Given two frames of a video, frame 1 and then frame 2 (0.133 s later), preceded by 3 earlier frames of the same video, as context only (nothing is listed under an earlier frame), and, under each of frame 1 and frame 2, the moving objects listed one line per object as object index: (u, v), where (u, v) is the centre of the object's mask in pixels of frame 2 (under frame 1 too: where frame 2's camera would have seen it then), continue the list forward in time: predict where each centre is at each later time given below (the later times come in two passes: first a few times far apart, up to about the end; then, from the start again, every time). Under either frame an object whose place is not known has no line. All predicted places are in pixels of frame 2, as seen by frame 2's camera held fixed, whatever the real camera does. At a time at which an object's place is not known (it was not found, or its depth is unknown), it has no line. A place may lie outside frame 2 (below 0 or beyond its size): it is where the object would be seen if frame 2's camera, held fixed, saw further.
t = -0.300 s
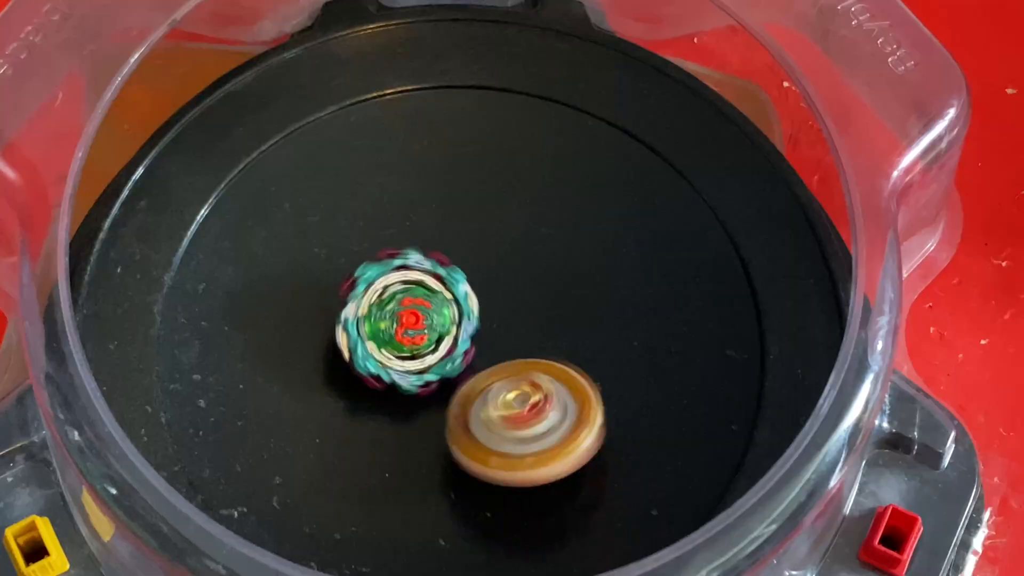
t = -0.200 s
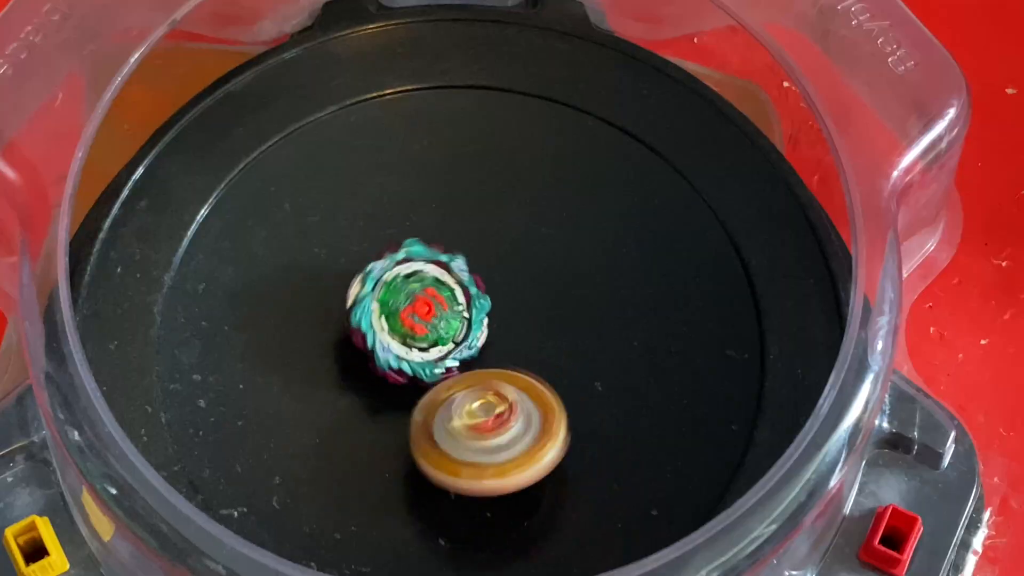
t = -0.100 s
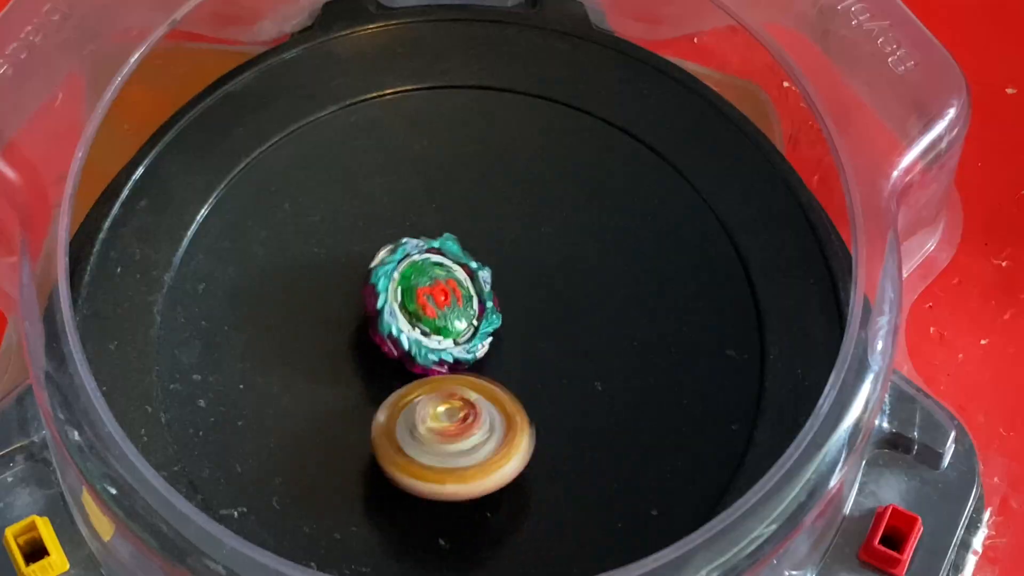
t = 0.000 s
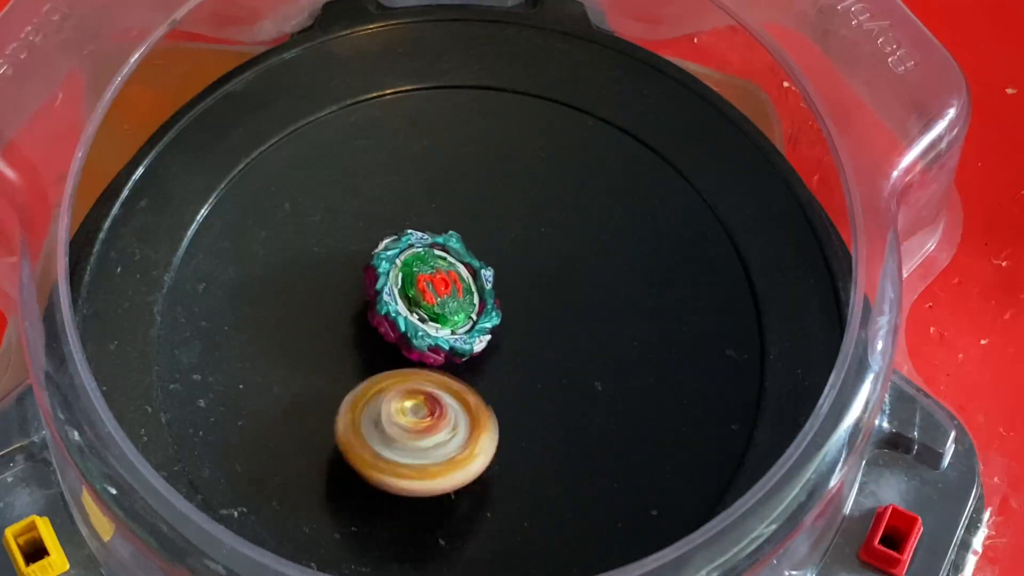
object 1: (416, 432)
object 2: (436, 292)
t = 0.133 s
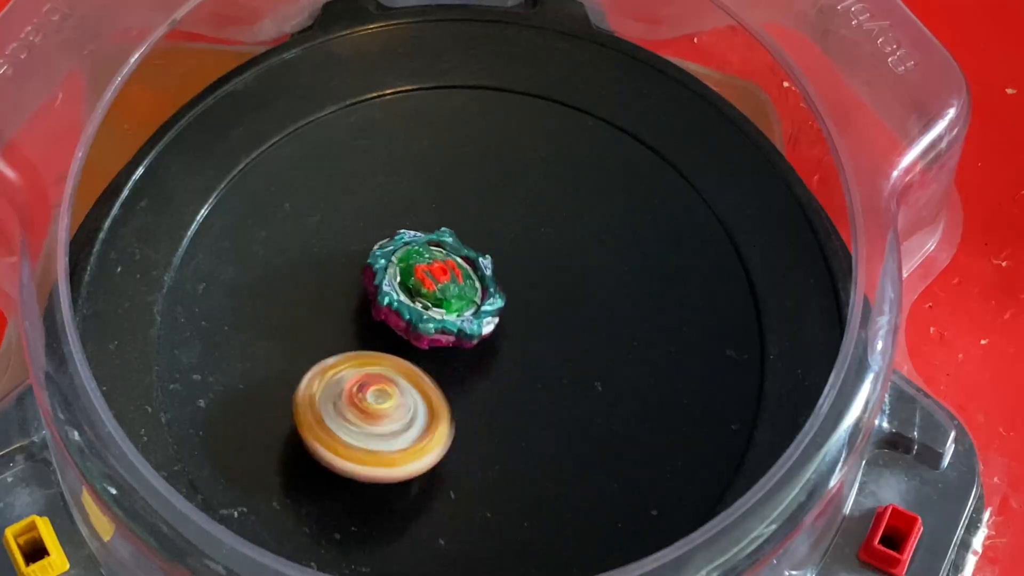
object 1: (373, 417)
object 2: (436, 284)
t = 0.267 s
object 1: (344, 388)
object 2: (440, 287)
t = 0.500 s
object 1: (325, 321)
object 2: (474, 318)
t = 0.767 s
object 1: (374, 263)
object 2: (475, 372)
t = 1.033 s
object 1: (460, 263)
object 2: (456, 386)
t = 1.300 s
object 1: (576, 292)
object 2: (427, 379)
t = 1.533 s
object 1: (608, 293)
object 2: (468, 376)
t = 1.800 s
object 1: (590, 320)
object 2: (455, 385)
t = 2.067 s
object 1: (558, 321)
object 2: (424, 369)
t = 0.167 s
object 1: (363, 411)
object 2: (435, 283)
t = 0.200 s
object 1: (354, 403)
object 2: (435, 283)
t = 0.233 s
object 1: (349, 395)
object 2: (437, 284)
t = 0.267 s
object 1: (344, 388)
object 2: (440, 287)
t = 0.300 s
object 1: (338, 379)
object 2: (442, 291)
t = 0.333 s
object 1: (333, 369)
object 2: (445, 295)
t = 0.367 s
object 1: (330, 360)
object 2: (451, 298)
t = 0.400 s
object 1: (328, 351)
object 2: (456, 301)
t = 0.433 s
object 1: (323, 341)
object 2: (466, 305)
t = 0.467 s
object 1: (323, 330)
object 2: (472, 311)
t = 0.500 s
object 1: (325, 321)
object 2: (474, 318)
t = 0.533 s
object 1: (329, 312)
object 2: (473, 326)
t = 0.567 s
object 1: (334, 303)
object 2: (469, 334)
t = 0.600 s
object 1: (339, 296)
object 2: (469, 342)
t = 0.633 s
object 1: (338, 283)
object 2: (476, 353)
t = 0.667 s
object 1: (343, 274)
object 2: (480, 361)
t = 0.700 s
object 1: (354, 269)
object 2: (480, 365)
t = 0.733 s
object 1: (364, 265)
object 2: (478, 368)
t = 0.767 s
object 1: (374, 263)
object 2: (475, 372)
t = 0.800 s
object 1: (384, 261)
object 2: (472, 374)
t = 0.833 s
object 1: (395, 259)
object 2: (469, 376)
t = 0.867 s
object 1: (405, 258)
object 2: (466, 377)
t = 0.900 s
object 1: (416, 258)
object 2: (463, 378)
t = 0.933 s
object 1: (428, 256)
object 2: (460, 383)
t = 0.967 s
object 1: (439, 256)
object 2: (459, 385)
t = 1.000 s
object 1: (451, 259)
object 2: (457, 385)
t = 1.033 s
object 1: (460, 263)
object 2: (456, 386)
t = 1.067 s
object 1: (479, 264)
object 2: (450, 395)
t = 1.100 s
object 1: (496, 265)
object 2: (444, 399)
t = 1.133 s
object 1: (510, 269)
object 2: (440, 398)
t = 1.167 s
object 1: (523, 274)
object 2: (436, 396)
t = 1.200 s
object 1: (535, 279)
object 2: (432, 393)
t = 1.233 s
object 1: (549, 285)
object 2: (430, 389)
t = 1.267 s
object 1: (562, 289)
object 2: (427, 385)
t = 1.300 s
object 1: (576, 292)
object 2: (427, 379)
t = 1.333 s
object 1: (587, 294)
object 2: (430, 373)
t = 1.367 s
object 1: (595, 293)
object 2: (435, 369)
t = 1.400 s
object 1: (601, 292)
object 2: (442, 365)
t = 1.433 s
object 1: (605, 291)
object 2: (450, 364)
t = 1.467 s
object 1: (607, 291)
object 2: (458, 367)
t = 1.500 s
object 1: (607, 291)
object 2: (465, 371)
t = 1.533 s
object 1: (608, 293)
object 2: (468, 376)
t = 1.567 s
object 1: (609, 295)
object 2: (468, 380)
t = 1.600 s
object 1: (607, 297)
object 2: (467, 383)
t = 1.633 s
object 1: (605, 302)
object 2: (466, 385)
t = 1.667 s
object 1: (602, 307)
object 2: (466, 386)
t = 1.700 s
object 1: (598, 310)
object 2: (466, 387)
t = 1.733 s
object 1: (594, 313)
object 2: (464, 388)
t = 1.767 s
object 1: (595, 316)
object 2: (456, 389)
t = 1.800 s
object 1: (590, 320)
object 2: (455, 385)
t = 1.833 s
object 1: (581, 321)
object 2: (451, 386)
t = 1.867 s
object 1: (574, 323)
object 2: (453, 379)
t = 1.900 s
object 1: (569, 324)
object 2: (448, 378)
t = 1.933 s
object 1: (566, 322)
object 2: (444, 376)
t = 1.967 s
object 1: (563, 322)
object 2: (439, 373)
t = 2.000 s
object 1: (562, 322)
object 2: (434, 370)
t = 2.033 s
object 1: (560, 321)
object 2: (428, 370)
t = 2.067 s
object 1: (558, 321)
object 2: (424, 369)
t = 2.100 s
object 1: (565, 322)
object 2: (417, 362)
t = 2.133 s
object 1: (566, 324)
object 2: (412, 361)
